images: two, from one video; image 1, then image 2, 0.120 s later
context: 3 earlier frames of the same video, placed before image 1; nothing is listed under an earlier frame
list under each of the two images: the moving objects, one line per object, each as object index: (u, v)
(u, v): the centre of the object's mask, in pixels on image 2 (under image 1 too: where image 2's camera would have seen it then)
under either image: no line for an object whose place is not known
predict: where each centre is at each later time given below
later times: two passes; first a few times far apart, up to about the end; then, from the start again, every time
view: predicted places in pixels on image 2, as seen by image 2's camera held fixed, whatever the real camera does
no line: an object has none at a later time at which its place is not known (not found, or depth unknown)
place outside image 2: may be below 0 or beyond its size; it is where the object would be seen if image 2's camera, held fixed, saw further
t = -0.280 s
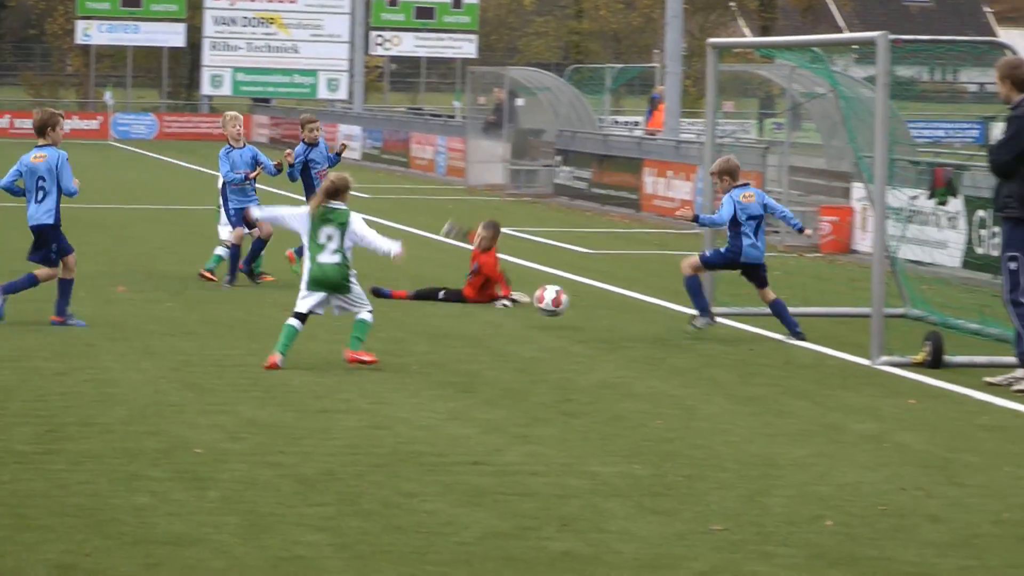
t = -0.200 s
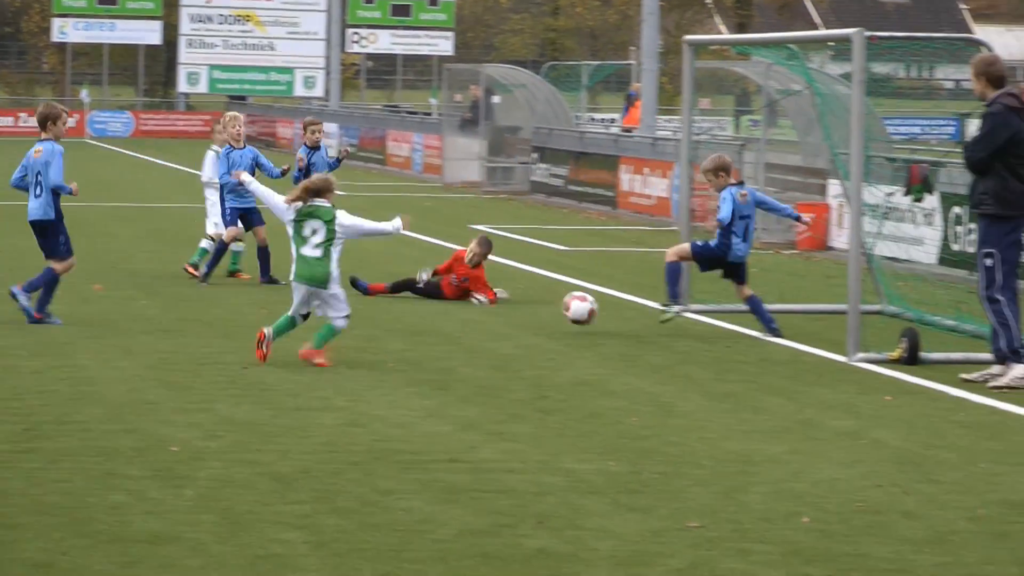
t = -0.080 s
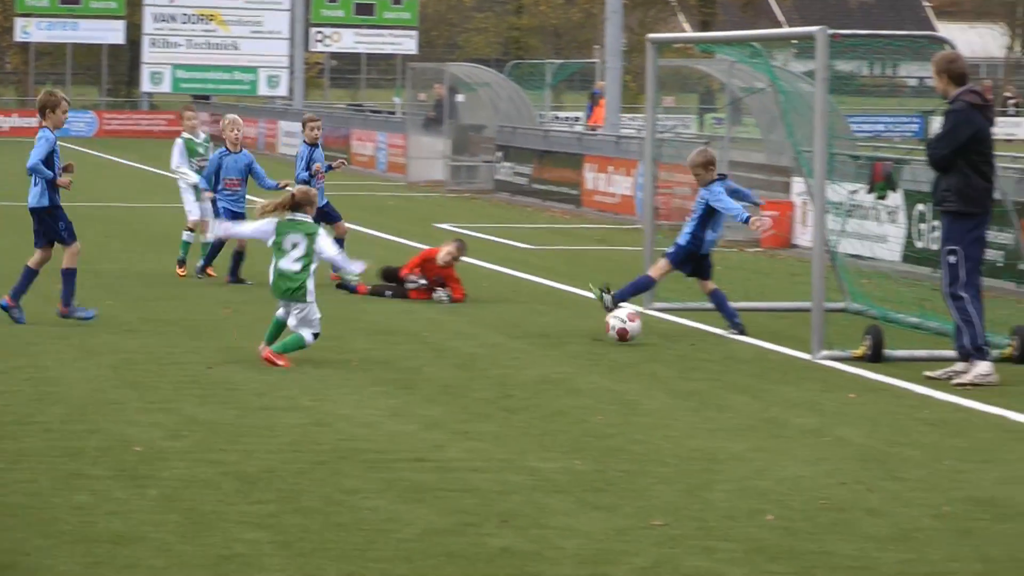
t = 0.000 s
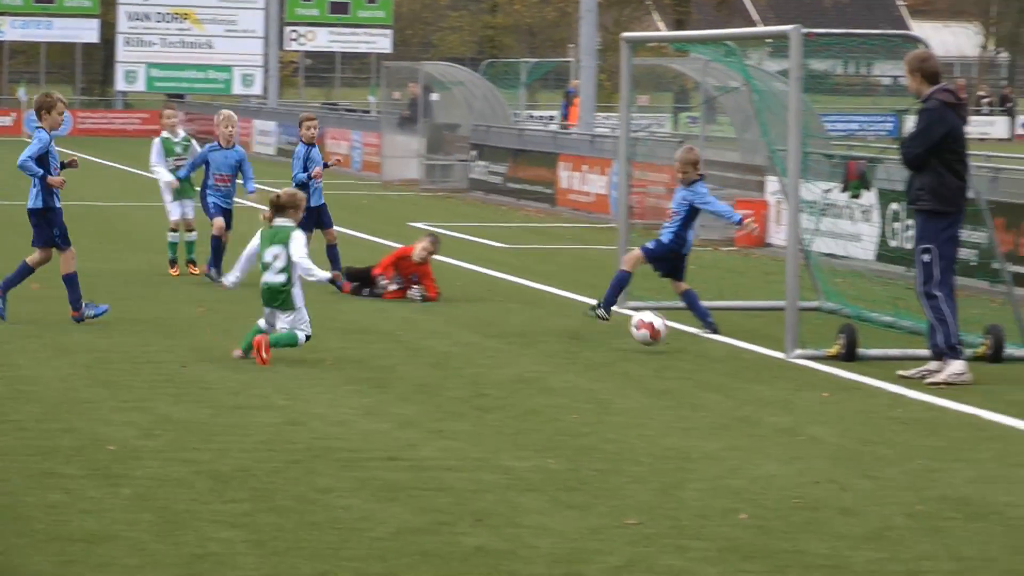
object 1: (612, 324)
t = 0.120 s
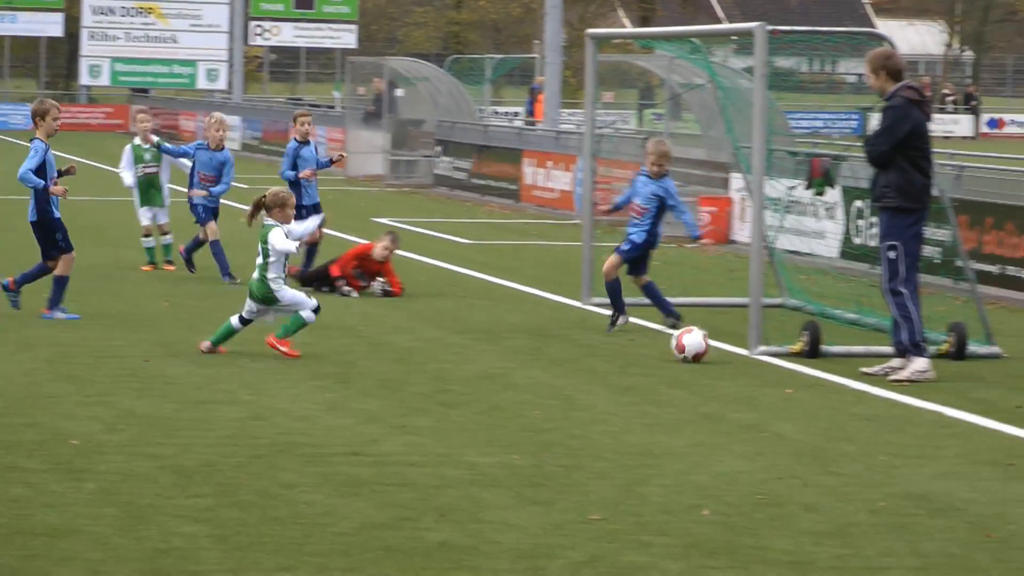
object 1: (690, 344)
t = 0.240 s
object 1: (767, 352)
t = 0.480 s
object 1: (922, 377)
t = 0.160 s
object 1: (715, 344)
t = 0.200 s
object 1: (741, 346)
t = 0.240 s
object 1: (767, 352)
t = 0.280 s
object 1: (794, 360)
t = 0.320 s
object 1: (820, 365)
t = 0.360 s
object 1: (844, 363)
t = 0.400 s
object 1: (868, 364)
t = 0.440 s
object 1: (894, 369)
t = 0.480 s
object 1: (922, 377)
